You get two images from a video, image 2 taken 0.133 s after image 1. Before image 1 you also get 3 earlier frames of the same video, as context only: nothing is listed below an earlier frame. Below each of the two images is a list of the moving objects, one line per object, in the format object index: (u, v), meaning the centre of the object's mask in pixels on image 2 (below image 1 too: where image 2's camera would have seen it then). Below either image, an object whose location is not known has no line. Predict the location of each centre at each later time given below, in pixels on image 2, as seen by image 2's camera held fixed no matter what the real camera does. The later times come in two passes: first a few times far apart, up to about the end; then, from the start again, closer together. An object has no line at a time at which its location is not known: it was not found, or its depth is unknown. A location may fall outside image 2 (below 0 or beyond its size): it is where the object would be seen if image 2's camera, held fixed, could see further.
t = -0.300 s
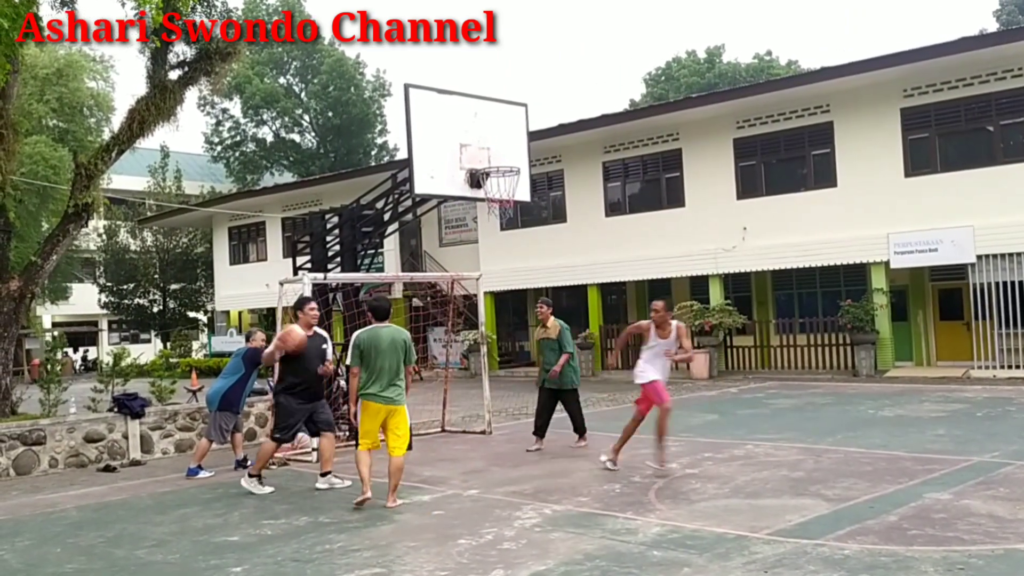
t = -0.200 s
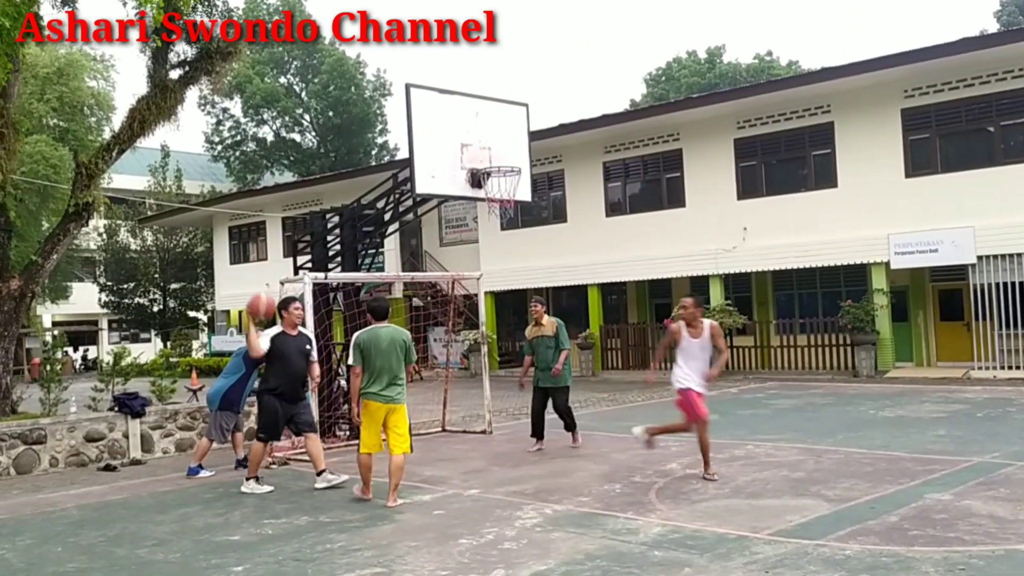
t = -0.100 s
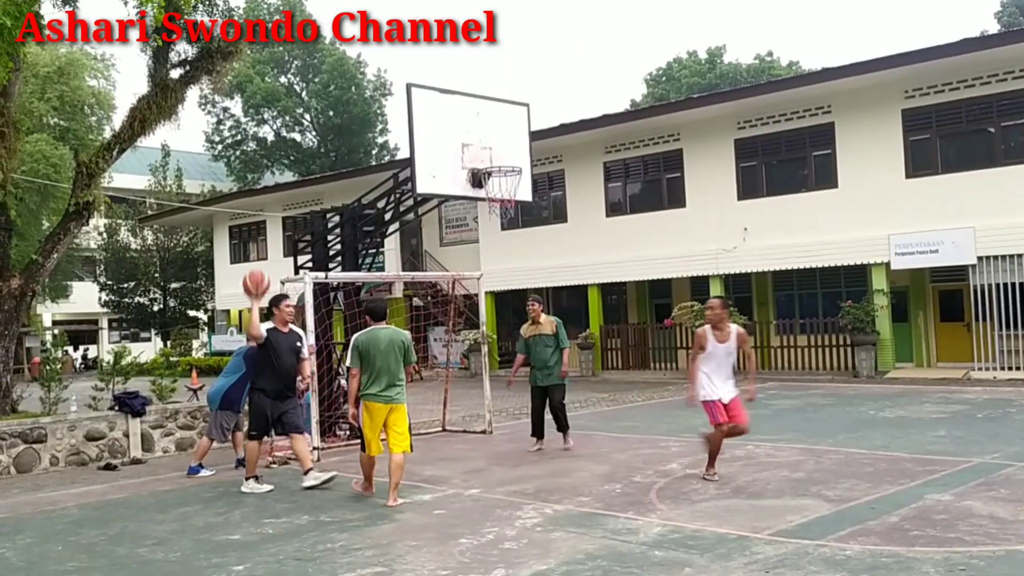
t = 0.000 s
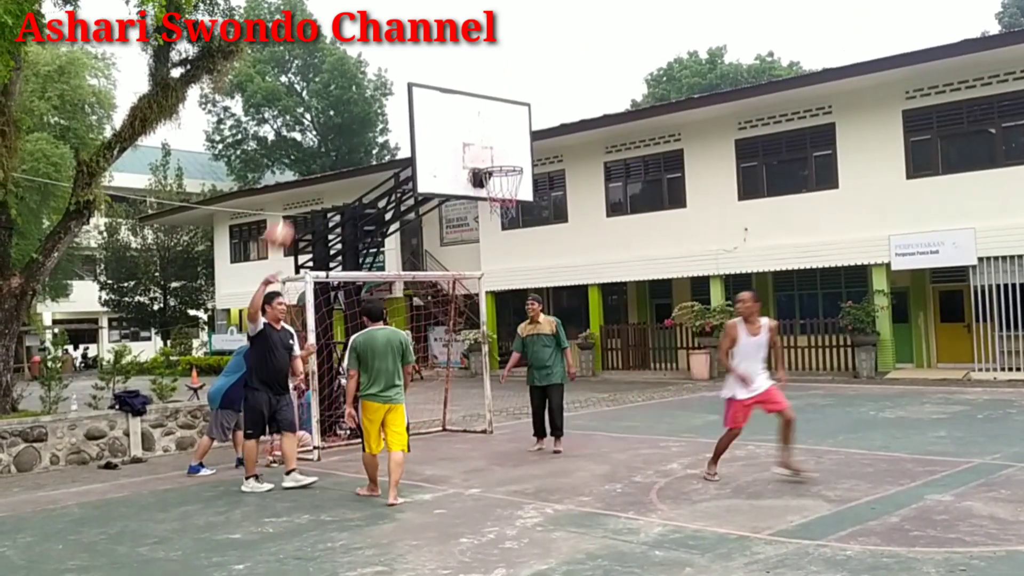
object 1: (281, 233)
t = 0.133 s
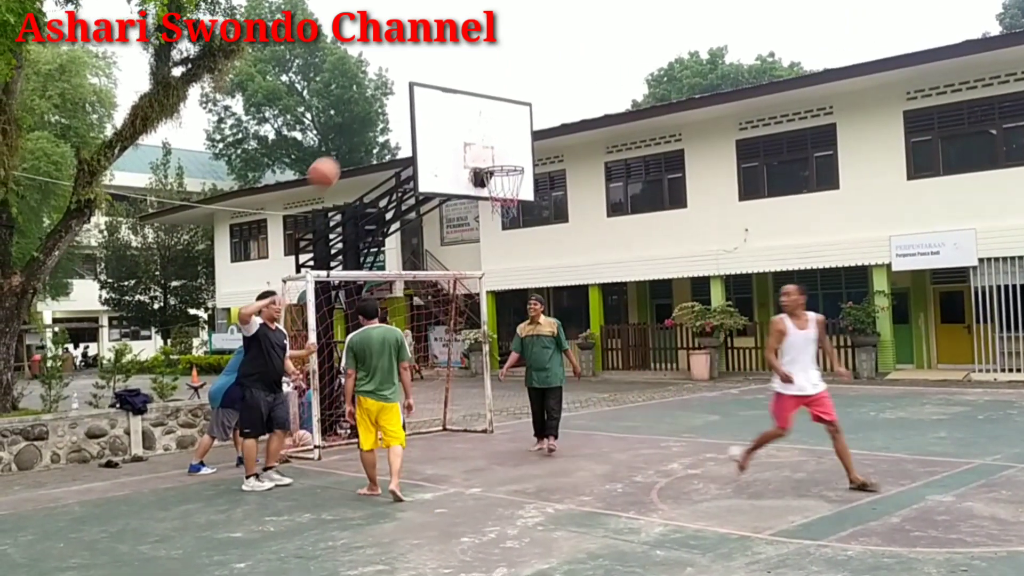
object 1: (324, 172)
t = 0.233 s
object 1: (361, 136)
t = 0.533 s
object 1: (497, 86)
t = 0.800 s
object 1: (657, 145)
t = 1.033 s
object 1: (842, 317)
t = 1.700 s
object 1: (1240, 199)
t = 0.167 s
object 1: (336, 159)
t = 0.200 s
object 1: (348, 147)
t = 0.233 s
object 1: (361, 136)
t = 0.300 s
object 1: (388, 115)
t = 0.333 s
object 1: (403, 107)
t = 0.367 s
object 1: (418, 100)
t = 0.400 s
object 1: (432, 95)
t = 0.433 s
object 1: (448, 91)
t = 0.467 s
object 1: (463, 88)
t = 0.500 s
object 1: (480, 86)
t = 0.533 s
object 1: (497, 86)
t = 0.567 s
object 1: (514, 87)
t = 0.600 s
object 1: (532, 90)
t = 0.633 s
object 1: (551, 94)
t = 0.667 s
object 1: (571, 101)
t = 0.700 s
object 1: (591, 109)
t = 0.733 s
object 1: (613, 119)
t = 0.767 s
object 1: (634, 130)
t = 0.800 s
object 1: (657, 145)
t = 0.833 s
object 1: (680, 162)
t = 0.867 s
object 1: (704, 180)
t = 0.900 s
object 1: (730, 203)
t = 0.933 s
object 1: (755, 229)
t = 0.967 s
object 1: (783, 258)
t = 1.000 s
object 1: (812, 287)
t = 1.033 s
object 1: (842, 317)
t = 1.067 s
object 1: (872, 355)
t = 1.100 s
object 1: (903, 397)
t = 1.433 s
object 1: (1117, 355)
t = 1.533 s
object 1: (1159, 284)
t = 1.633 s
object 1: (1206, 225)
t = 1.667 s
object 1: (1222, 210)
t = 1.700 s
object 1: (1240, 199)
